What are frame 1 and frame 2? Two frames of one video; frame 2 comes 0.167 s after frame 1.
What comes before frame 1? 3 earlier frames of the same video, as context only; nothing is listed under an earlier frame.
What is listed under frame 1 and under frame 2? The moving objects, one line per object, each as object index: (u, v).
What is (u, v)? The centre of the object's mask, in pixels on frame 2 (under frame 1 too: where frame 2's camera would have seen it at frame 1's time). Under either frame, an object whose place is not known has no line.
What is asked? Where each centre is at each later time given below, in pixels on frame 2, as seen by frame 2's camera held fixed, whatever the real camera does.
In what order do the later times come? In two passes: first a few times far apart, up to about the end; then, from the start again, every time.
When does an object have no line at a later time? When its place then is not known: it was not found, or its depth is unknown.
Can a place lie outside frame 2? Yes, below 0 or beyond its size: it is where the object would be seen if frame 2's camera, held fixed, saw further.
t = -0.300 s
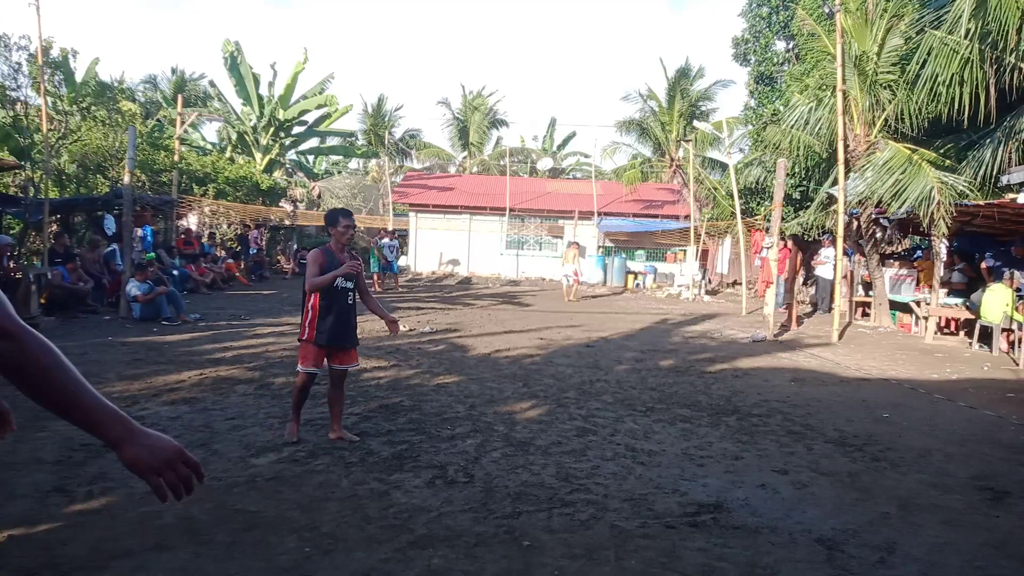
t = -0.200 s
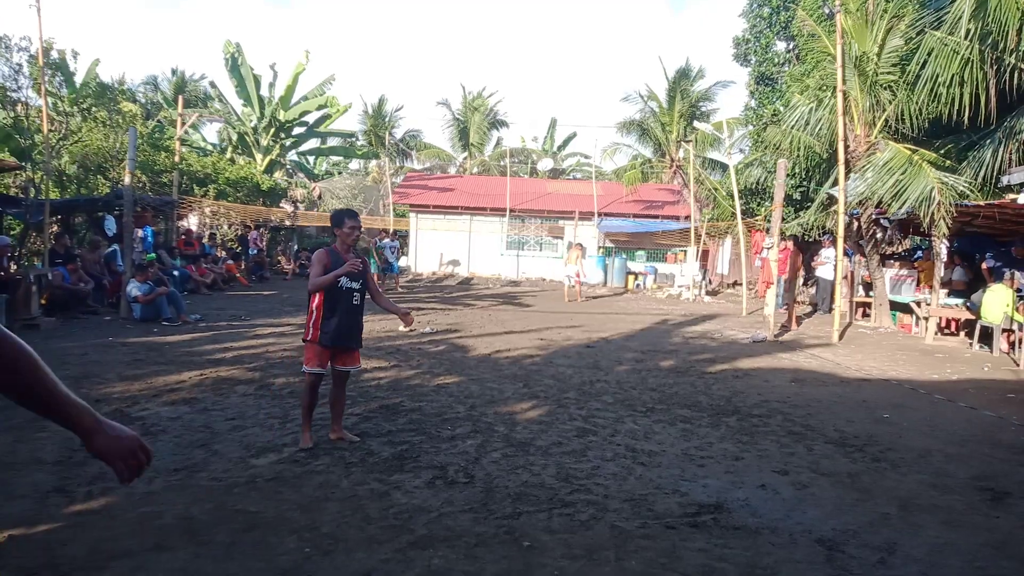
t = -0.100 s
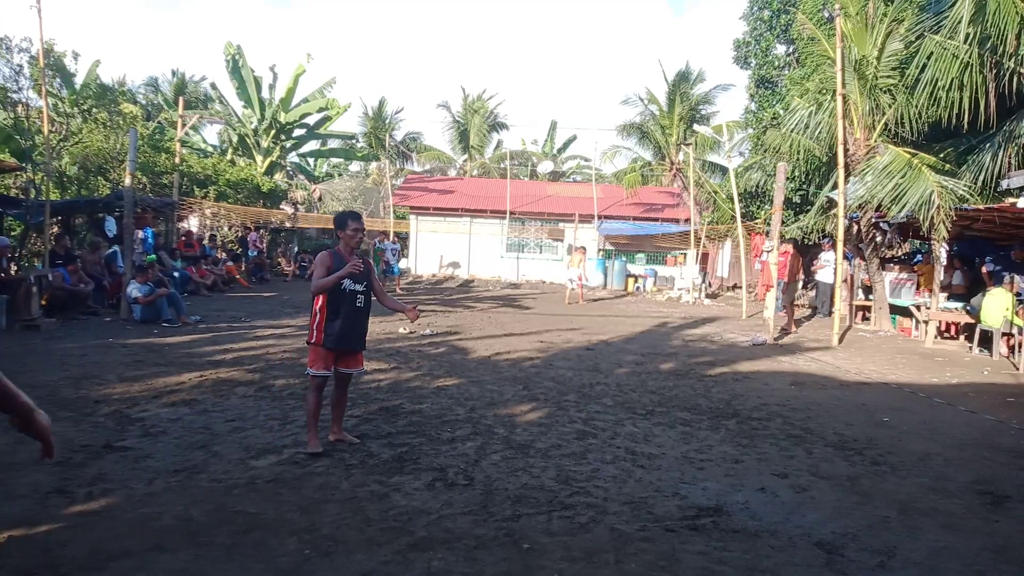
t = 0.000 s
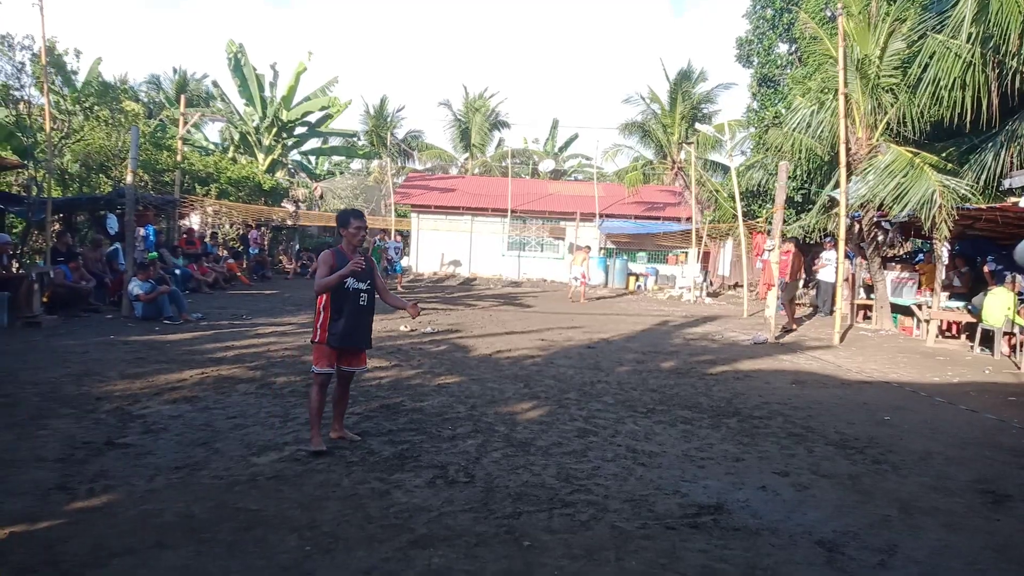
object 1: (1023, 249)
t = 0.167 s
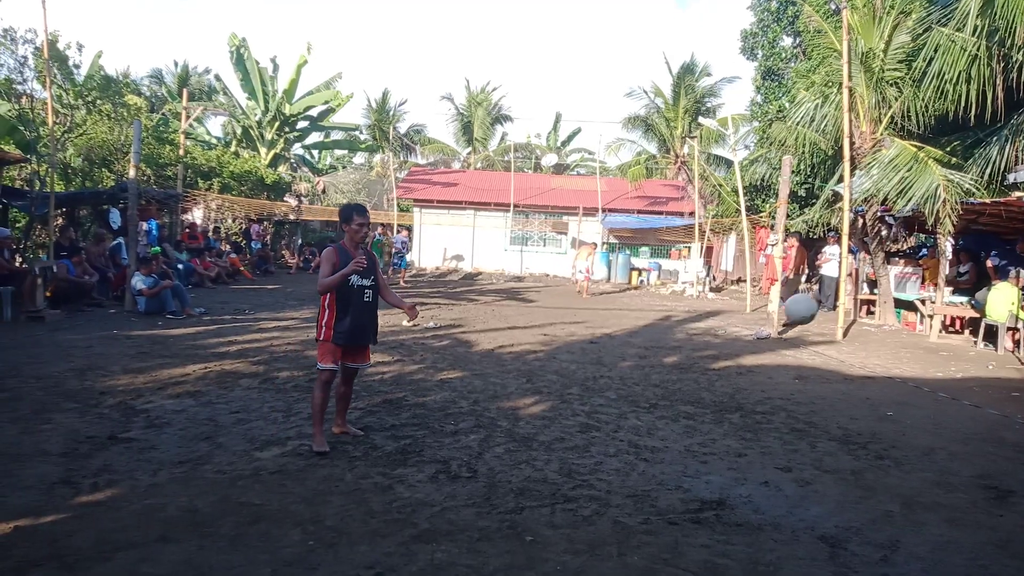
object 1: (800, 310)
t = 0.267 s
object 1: (680, 363)
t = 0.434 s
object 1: (520, 461)
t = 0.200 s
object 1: (758, 326)
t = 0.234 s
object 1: (718, 343)
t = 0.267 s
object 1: (680, 363)
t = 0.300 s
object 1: (644, 384)
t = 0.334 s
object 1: (609, 405)
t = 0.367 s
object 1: (575, 429)
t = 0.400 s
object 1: (543, 453)
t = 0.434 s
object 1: (520, 461)
